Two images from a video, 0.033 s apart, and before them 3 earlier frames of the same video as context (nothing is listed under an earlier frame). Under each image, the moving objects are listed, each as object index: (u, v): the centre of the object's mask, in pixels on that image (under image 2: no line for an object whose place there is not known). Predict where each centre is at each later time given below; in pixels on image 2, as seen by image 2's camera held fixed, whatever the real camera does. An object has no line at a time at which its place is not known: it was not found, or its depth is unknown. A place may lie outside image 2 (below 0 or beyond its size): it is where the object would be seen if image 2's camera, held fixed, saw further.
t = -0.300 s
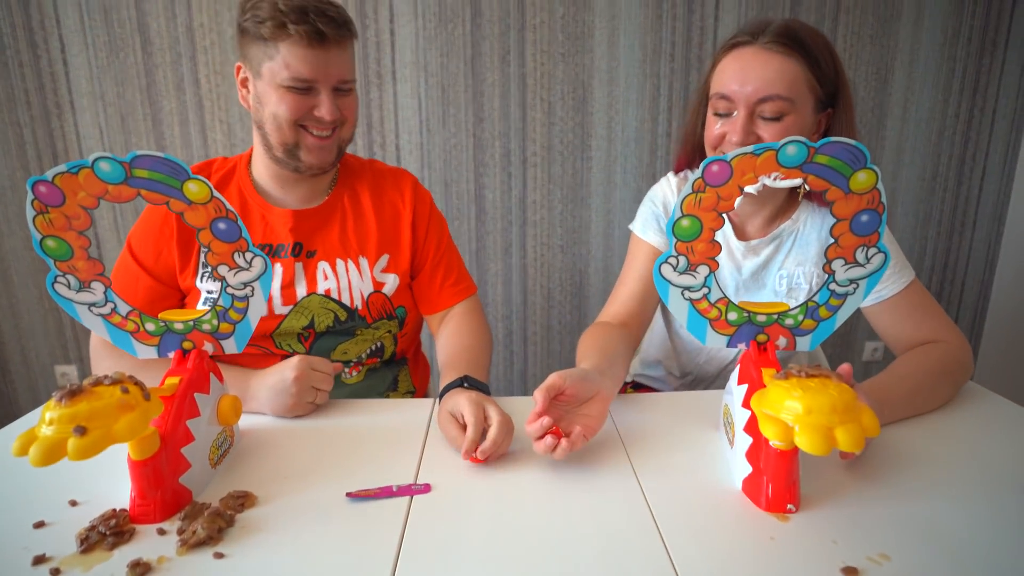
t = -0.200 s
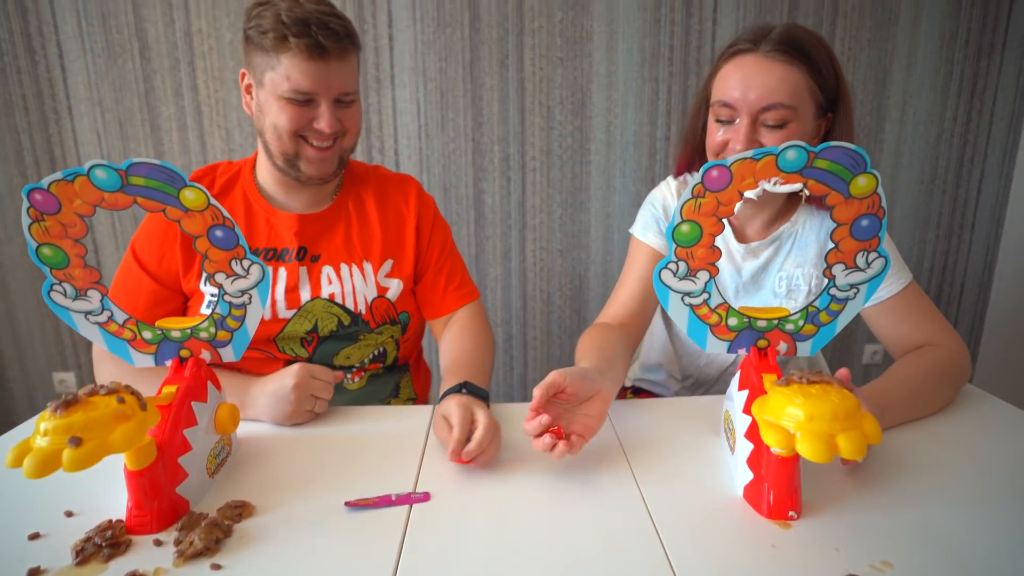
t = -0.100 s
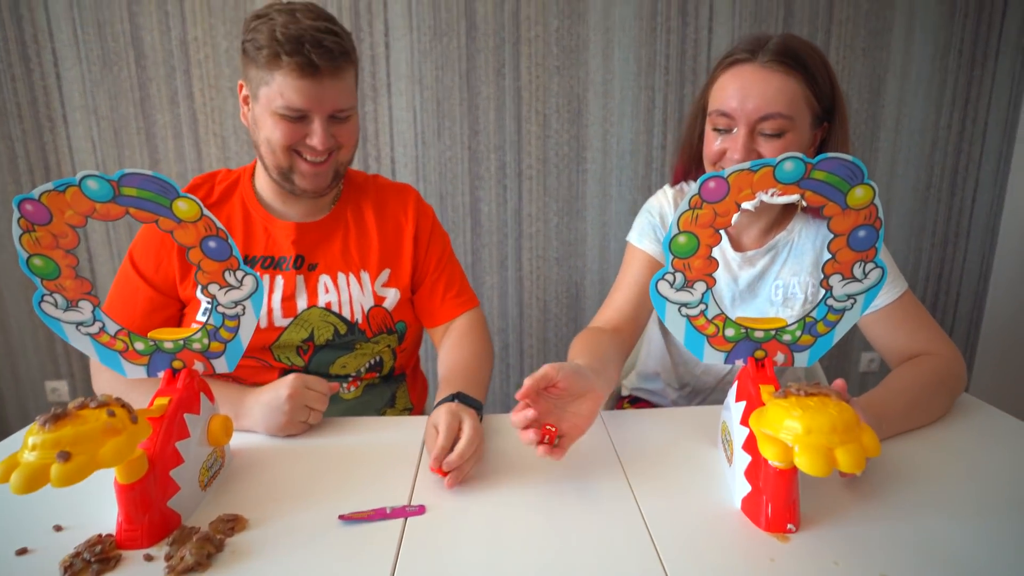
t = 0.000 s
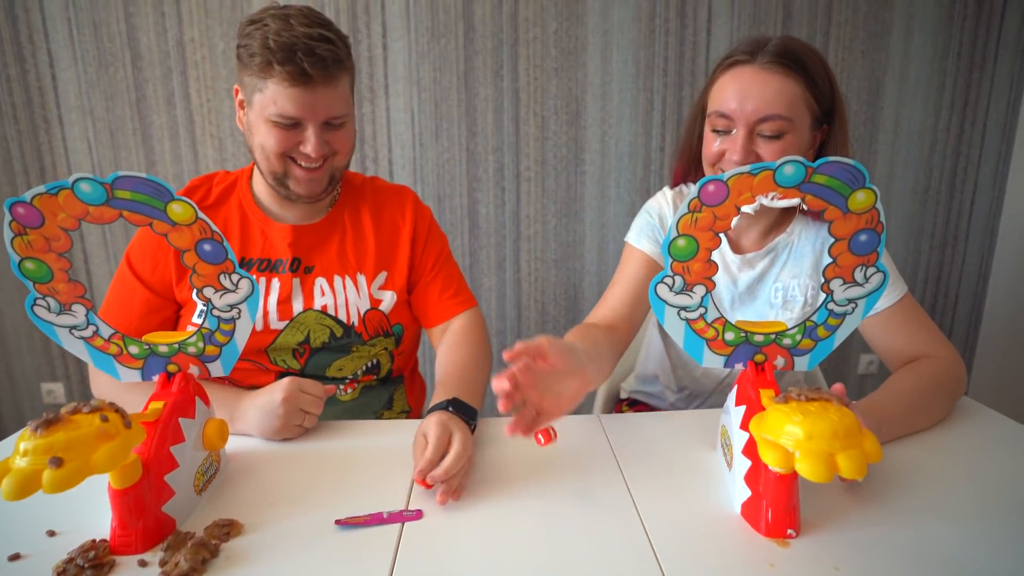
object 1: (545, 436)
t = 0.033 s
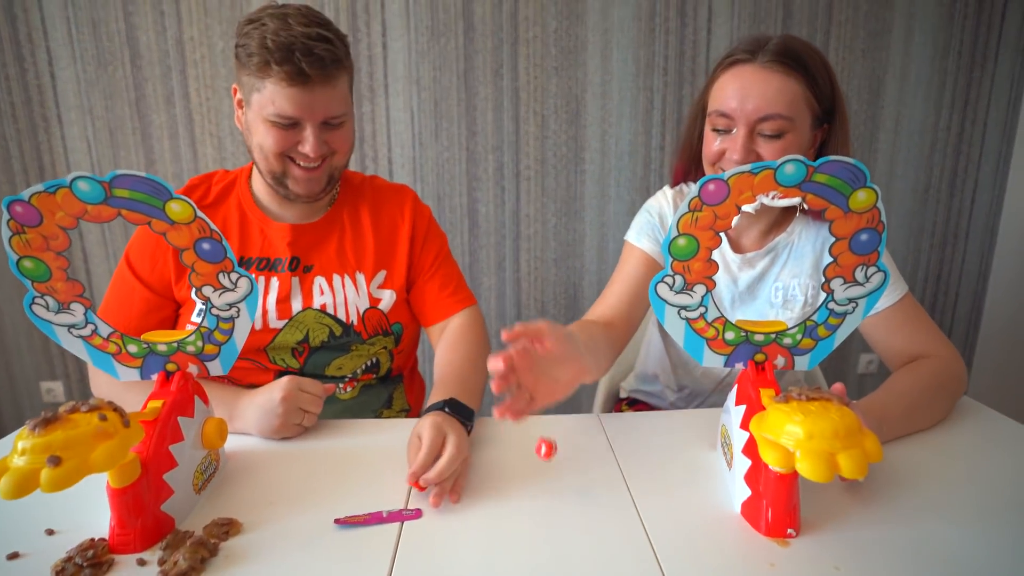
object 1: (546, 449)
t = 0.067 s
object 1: (546, 471)
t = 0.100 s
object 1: (547, 491)
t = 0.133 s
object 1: (546, 490)
